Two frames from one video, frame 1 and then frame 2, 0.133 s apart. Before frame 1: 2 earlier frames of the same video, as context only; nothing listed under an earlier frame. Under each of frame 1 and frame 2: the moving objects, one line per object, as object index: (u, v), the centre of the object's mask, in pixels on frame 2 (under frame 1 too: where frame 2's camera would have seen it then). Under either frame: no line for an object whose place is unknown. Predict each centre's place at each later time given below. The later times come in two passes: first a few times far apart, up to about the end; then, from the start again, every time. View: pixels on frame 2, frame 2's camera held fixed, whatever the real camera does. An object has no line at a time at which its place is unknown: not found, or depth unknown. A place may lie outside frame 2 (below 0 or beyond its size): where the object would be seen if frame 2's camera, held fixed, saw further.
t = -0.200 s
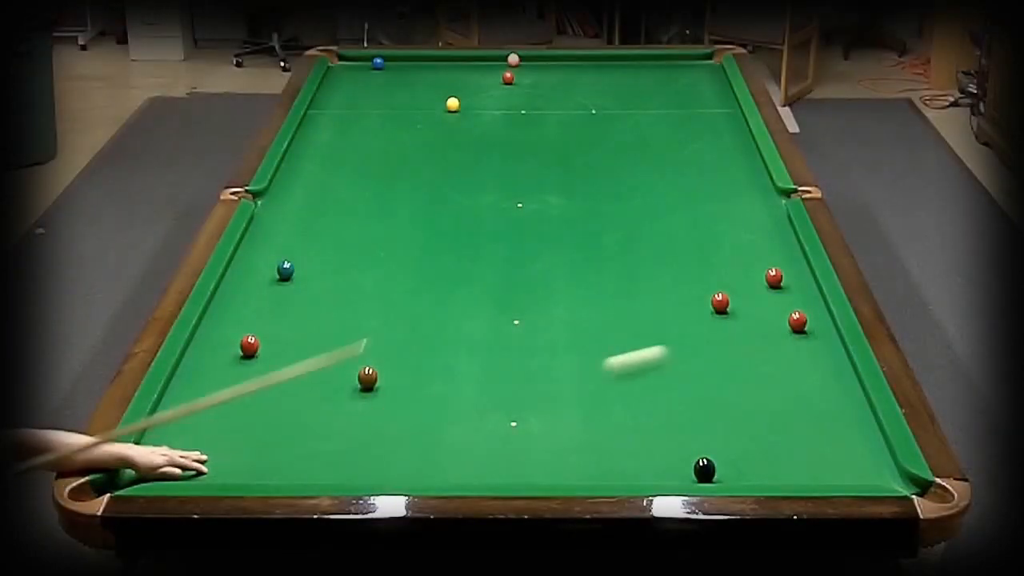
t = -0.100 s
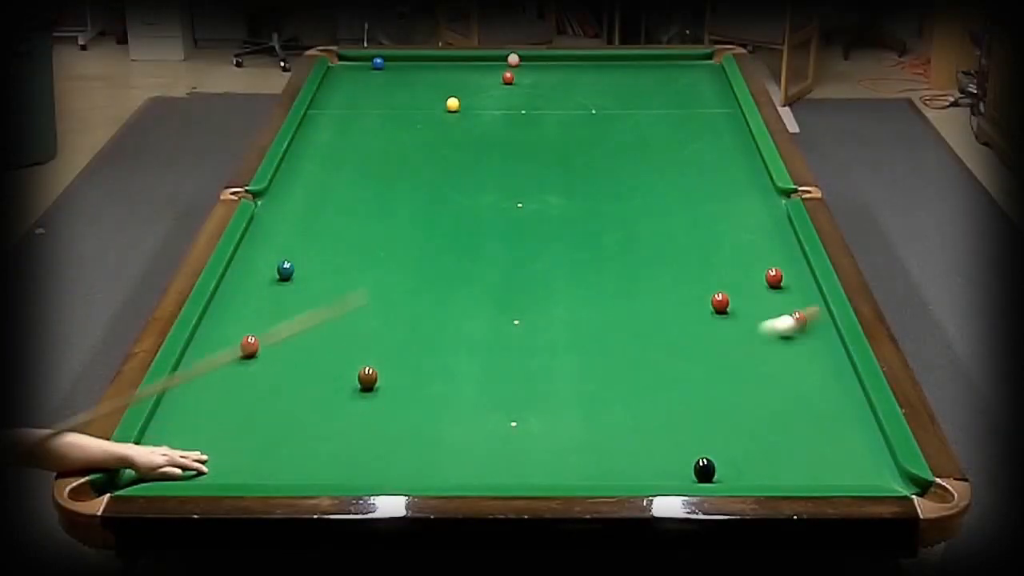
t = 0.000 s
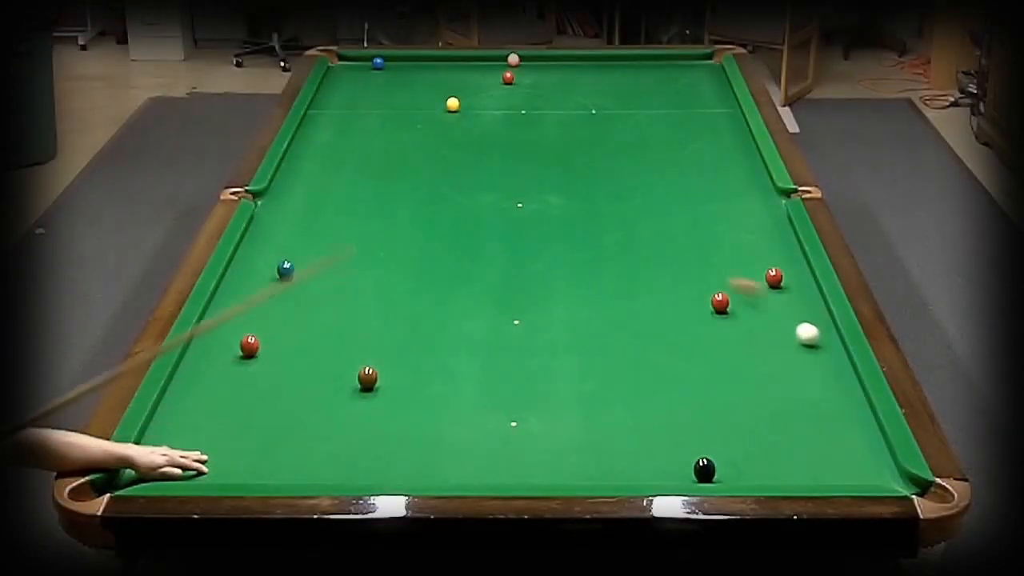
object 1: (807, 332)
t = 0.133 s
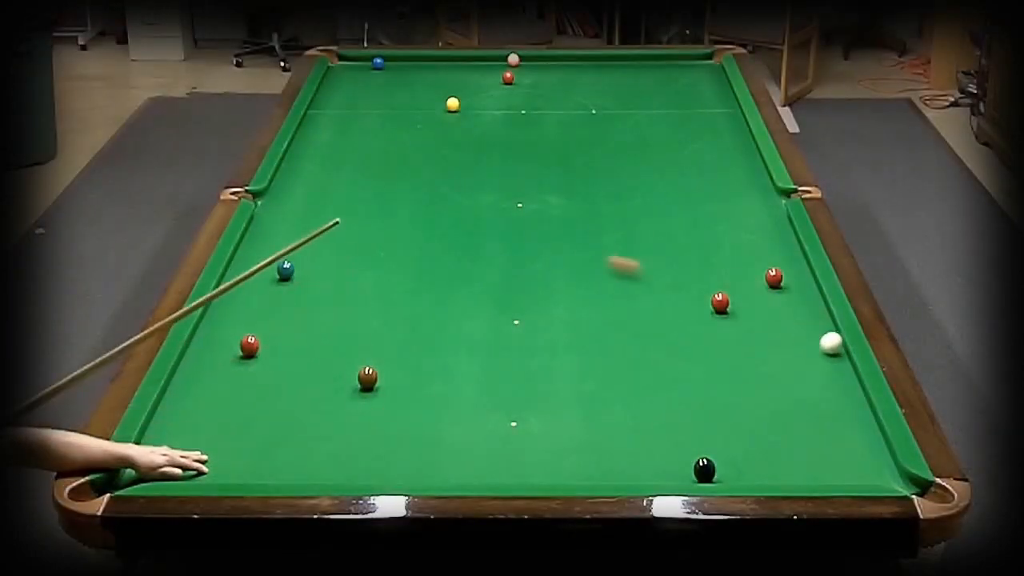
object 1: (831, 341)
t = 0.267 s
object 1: (813, 350)
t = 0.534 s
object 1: (784, 366)
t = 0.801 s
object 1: (754, 383)
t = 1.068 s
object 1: (724, 400)
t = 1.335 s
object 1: (695, 416)
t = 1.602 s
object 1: (667, 432)
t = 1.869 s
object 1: (639, 447)
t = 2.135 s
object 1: (611, 462)
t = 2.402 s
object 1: (585, 474)
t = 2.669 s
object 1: (564, 470)
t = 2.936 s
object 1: (548, 463)
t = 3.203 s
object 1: (533, 457)
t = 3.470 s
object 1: (521, 453)
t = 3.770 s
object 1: (511, 449)
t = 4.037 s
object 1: (504, 447)
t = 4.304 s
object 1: (499, 445)
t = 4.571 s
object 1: (498, 445)
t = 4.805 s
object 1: (498, 445)
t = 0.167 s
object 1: (825, 343)
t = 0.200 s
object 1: (821, 345)
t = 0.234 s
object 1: (817, 347)
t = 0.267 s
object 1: (813, 350)
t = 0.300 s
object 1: (810, 352)
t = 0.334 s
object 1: (806, 354)
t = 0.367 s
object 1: (802, 356)
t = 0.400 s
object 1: (799, 358)
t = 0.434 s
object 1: (795, 360)
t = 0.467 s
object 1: (791, 362)
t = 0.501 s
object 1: (787, 364)
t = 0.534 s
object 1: (784, 366)
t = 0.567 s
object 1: (780, 369)
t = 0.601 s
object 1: (776, 371)
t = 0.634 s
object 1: (773, 373)
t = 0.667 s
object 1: (769, 375)
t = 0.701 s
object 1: (765, 377)
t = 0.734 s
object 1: (761, 379)
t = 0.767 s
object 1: (758, 381)
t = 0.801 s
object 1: (754, 383)
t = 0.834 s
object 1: (750, 385)
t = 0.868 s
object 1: (747, 387)
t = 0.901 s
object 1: (743, 389)
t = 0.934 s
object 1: (739, 391)
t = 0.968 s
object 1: (736, 393)
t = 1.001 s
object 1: (732, 396)
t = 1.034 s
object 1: (728, 398)
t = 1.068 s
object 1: (724, 400)
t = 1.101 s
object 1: (721, 402)
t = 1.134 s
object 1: (717, 404)
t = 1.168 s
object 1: (714, 406)
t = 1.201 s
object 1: (710, 408)
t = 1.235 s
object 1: (706, 410)
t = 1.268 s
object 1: (702, 412)
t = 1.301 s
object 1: (699, 414)
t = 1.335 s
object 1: (695, 416)
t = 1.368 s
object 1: (692, 418)
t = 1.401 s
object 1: (688, 420)
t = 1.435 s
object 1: (685, 422)
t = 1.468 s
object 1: (681, 424)
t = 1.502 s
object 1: (677, 426)
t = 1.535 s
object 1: (674, 428)
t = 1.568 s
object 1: (670, 430)
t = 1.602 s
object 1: (667, 432)
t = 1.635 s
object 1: (663, 434)
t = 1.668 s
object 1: (660, 436)
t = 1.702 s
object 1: (656, 438)
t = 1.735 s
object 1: (653, 440)
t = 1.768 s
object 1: (649, 442)
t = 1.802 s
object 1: (646, 444)
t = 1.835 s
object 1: (642, 445)
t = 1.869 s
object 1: (639, 447)
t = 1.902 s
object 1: (635, 449)
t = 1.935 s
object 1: (632, 451)
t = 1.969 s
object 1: (628, 453)
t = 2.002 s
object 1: (625, 455)
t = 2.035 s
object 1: (622, 457)
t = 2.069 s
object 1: (618, 459)
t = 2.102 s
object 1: (615, 461)
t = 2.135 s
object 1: (611, 462)
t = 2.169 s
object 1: (608, 464)
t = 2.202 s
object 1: (604, 466)
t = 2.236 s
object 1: (601, 467)
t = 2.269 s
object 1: (598, 469)
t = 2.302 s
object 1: (594, 470)
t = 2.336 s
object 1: (591, 471)
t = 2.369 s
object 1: (588, 473)
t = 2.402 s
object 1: (585, 474)
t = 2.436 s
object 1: (581, 475)
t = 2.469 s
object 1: (578, 475)
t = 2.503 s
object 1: (576, 474)
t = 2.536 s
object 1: (574, 473)
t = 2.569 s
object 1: (571, 472)
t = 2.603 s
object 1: (569, 471)
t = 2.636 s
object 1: (567, 471)
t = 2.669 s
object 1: (564, 470)
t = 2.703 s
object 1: (562, 469)
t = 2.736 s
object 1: (560, 468)
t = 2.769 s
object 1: (558, 467)
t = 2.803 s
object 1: (555, 467)
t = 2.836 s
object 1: (554, 466)
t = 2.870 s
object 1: (551, 465)
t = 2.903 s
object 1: (549, 464)
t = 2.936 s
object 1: (548, 463)
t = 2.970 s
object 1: (546, 462)
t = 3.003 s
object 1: (544, 462)
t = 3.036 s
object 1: (542, 461)
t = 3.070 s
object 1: (540, 461)
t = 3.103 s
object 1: (538, 460)
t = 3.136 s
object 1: (537, 460)
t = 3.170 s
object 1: (535, 459)
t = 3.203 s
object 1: (533, 457)
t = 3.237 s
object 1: (532, 457)
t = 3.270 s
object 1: (530, 456)
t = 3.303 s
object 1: (528, 456)
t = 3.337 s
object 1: (527, 455)
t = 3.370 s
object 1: (525, 455)
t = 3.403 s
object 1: (524, 455)
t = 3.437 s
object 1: (522, 454)
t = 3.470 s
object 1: (521, 453)
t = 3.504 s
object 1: (520, 452)
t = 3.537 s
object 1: (519, 452)
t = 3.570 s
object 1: (517, 451)
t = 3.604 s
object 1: (516, 451)
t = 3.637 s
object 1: (515, 451)
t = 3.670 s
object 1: (514, 450)
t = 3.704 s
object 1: (513, 450)
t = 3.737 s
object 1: (511, 450)
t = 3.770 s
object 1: (511, 449)
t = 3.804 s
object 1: (510, 449)
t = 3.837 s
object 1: (509, 449)
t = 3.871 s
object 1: (508, 448)
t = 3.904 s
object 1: (507, 448)
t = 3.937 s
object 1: (506, 447)
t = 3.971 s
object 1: (505, 447)
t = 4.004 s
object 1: (504, 447)
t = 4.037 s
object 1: (504, 447)
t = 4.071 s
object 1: (503, 446)
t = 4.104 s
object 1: (502, 446)
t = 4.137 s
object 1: (502, 446)
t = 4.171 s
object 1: (501, 446)
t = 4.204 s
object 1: (501, 446)
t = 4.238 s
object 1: (500, 445)
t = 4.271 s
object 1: (500, 445)
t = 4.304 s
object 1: (499, 445)
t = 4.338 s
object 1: (499, 445)
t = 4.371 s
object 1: (499, 445)
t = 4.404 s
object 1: (498, 445)
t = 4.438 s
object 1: (498, 445)
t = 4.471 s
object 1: (498, 445)
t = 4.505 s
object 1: (498, 445)
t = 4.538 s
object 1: (498, 445)
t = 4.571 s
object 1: (498, 445)
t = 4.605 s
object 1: (498, 445)
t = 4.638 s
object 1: (498, 445)
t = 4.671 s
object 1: (498, 445)
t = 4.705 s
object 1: (498, 445)
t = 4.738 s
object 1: (498, 445)
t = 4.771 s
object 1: (498, 445)
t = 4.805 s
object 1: (498, 445)
